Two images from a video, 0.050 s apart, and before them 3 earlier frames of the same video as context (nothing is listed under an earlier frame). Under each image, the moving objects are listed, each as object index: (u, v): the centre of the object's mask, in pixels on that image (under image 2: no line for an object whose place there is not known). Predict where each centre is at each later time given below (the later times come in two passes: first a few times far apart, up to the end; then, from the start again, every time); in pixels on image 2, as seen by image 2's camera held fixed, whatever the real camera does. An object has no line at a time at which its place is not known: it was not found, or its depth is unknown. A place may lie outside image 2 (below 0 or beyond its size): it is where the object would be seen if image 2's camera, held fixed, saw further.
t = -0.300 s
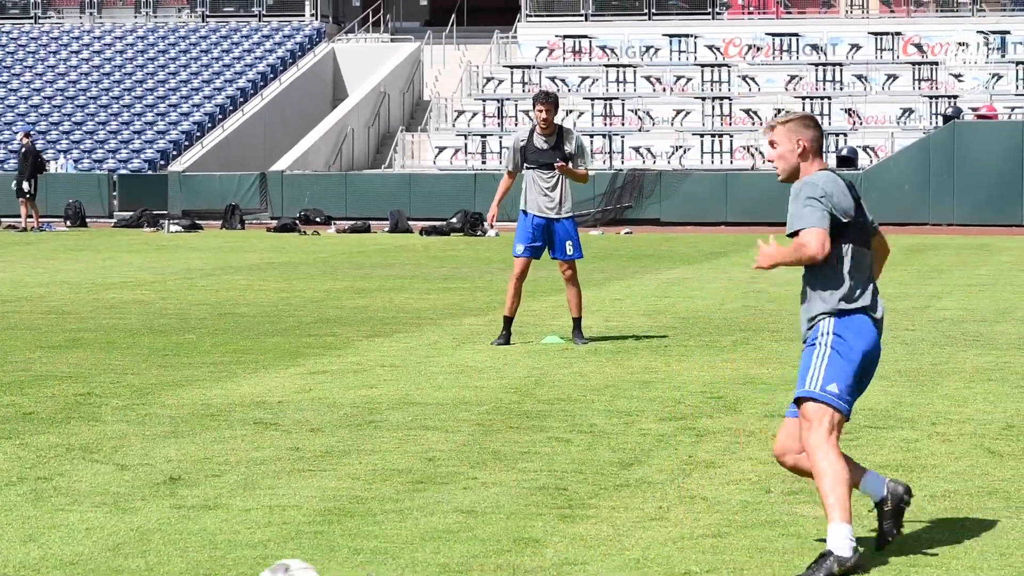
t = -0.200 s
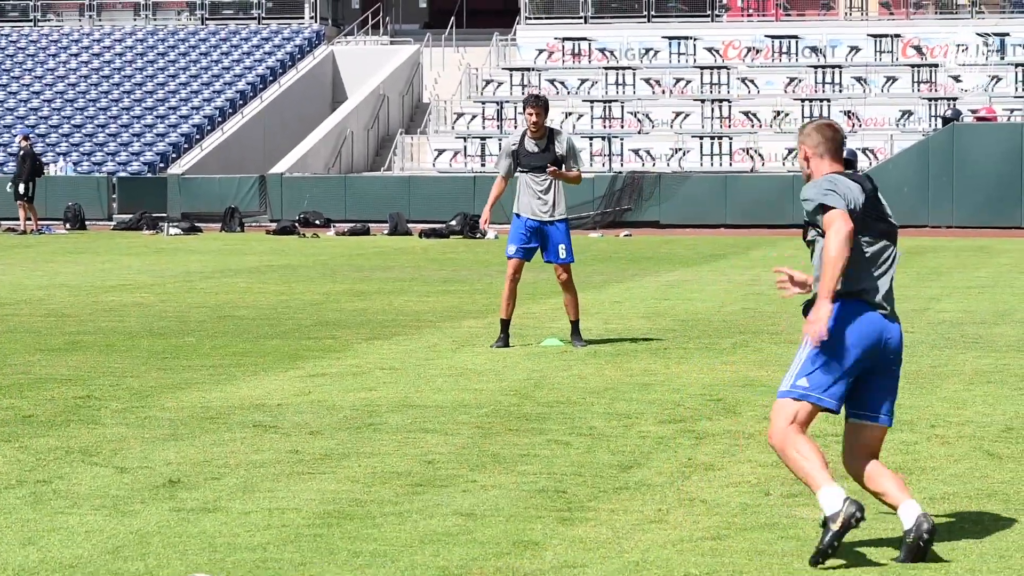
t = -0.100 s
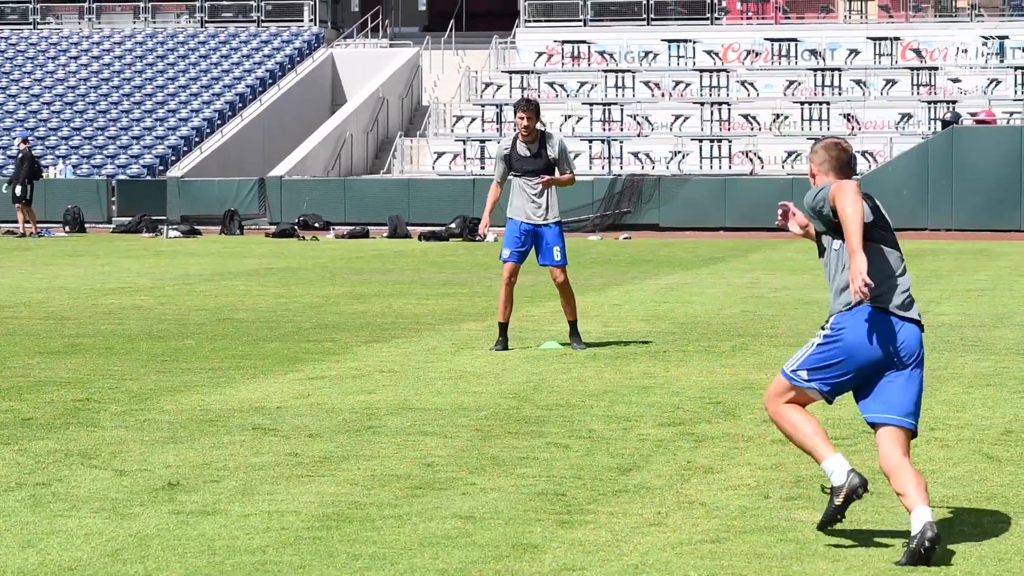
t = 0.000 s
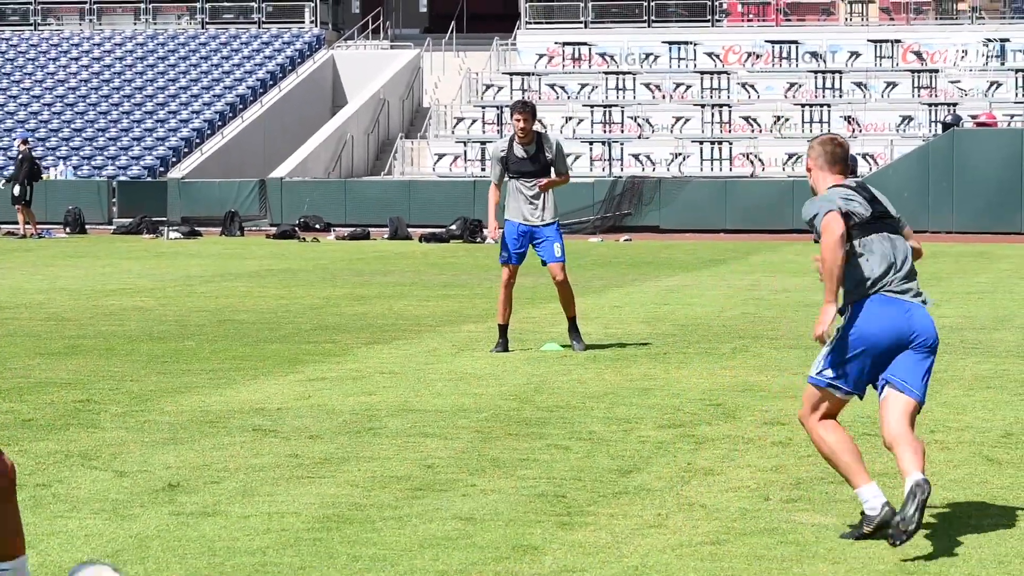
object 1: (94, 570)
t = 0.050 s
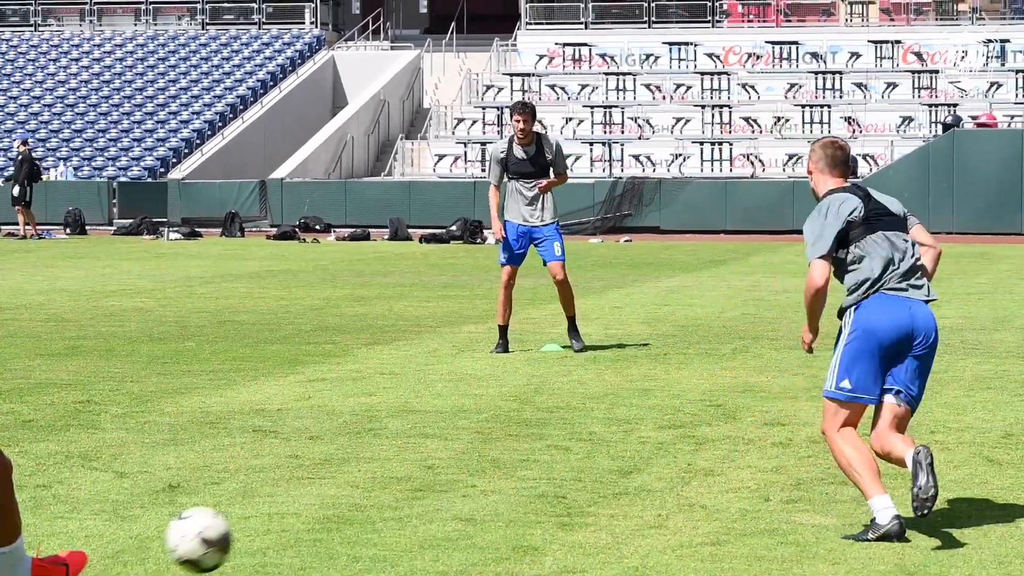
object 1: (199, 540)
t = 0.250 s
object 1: (458, 443)
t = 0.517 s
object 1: (604, 389)
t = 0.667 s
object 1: (647, 364)
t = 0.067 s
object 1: (228, 525)
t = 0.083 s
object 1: (257, 510)
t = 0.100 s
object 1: (283, 499)
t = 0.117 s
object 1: (308, 488)
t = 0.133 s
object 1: (331, 479)
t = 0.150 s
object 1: (353, 470)
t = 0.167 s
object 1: (374, 463)
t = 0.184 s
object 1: (392, 458)
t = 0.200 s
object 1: (410, 453)
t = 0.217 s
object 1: (427, 448)
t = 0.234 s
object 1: (443, 446)
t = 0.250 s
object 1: (458, 443)
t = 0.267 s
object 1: (472, 442)
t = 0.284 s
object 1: (486, 440)
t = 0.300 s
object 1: (498, 440)
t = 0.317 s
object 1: (510, 437)
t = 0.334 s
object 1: (520, 431)
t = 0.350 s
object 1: (529, 423)
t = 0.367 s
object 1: (538, 417)
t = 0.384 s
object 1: (547, 411)
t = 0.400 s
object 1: (555, 406)
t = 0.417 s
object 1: (563, 401)
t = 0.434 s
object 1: (571, 397)
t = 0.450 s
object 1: (578, 394)
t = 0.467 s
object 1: (585, 392)
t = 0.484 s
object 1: (592, 390)
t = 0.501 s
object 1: (598, 390)
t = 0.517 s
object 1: (604, 389)
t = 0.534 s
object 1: (610, 388)
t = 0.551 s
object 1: (615, 384)
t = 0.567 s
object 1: (620, 380)
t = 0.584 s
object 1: (625, 375)
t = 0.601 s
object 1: (629, 372)
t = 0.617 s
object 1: (633, 369)
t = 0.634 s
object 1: (638, 367)
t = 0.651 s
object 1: (642, 365)
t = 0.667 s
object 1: (647, 364)
